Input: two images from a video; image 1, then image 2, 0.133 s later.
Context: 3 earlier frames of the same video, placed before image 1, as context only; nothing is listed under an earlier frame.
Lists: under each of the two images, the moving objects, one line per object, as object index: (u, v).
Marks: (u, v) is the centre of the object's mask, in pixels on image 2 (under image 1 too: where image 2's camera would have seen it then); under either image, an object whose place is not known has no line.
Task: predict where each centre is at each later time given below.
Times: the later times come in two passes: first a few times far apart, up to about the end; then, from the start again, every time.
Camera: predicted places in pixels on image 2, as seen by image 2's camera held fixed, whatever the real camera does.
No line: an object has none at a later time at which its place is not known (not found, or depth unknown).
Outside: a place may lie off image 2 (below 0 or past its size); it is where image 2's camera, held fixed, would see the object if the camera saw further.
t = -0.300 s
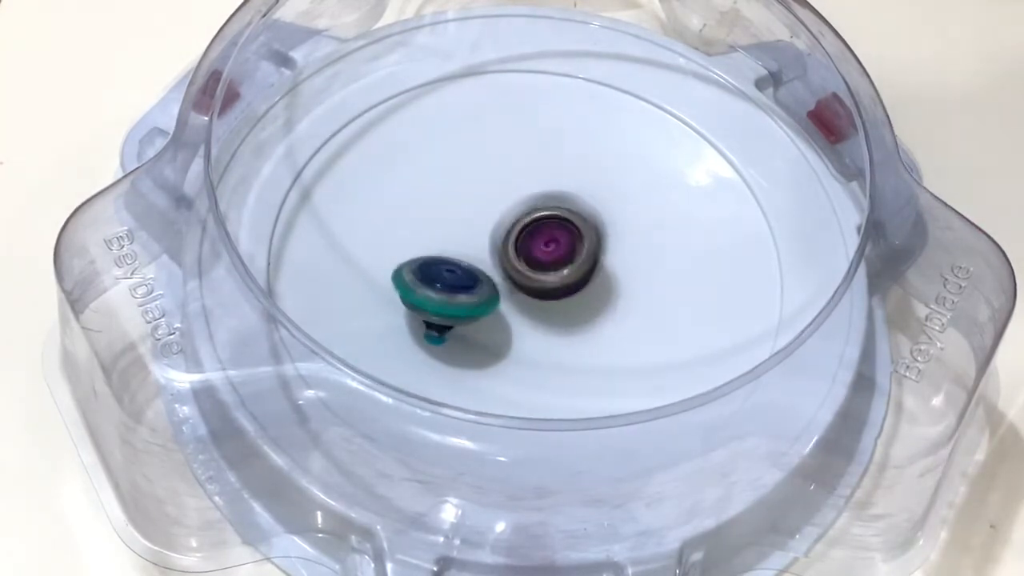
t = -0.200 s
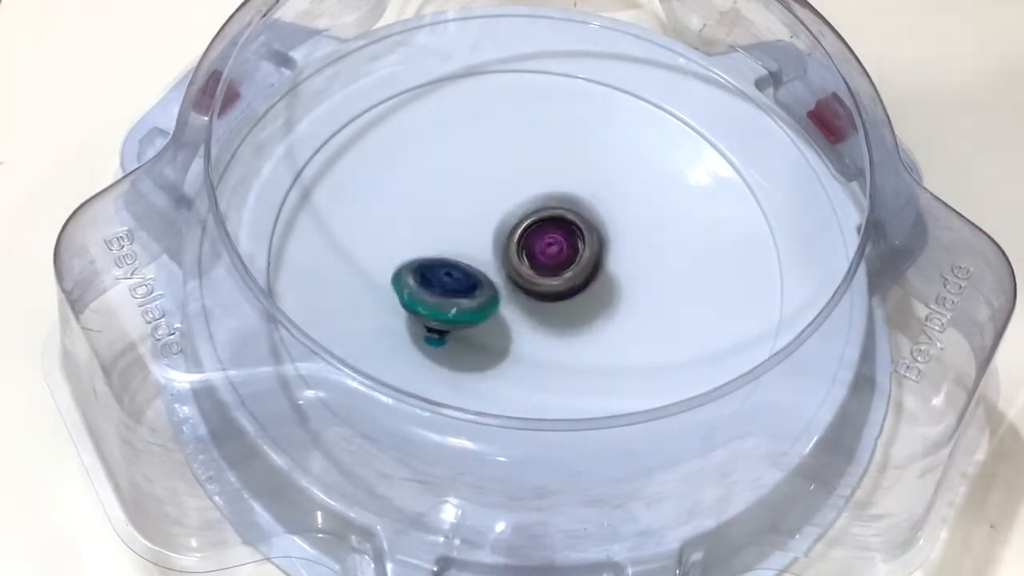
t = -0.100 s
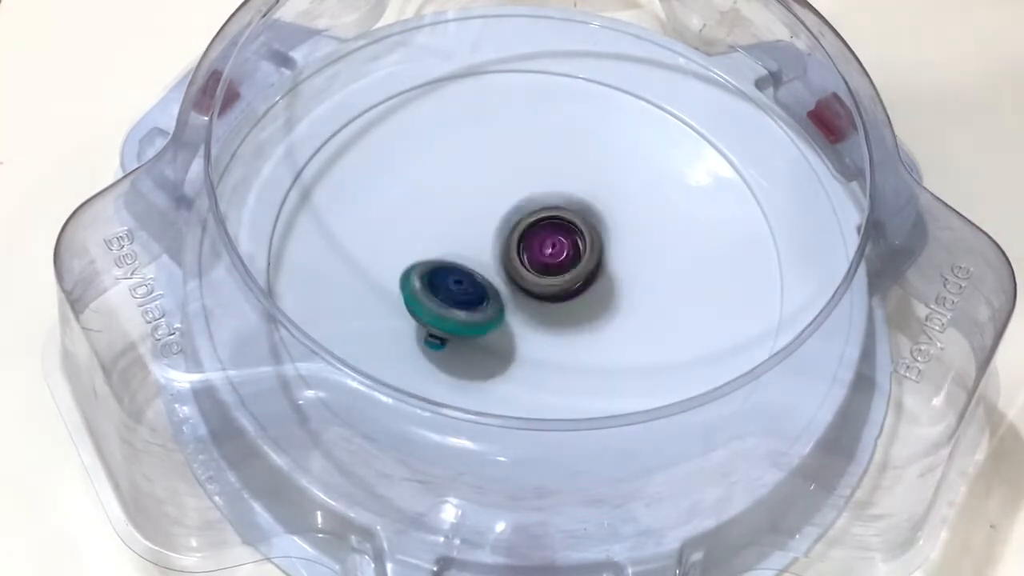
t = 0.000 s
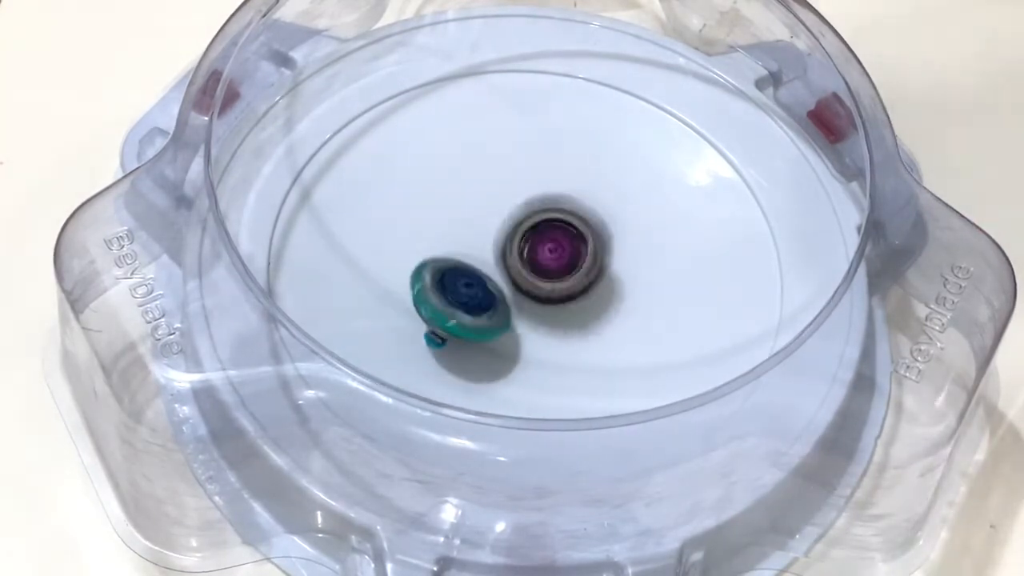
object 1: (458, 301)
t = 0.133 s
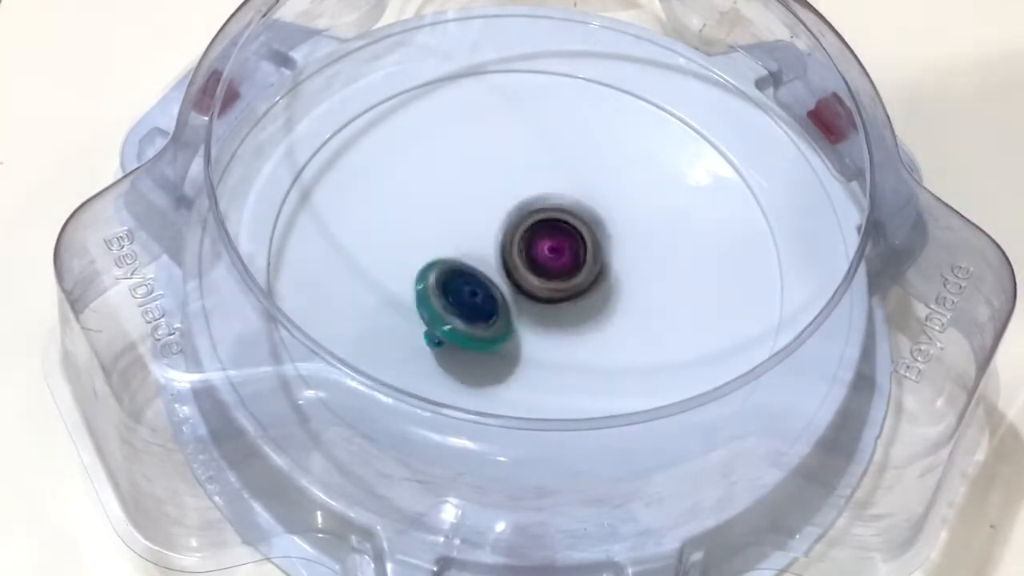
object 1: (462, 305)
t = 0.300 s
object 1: (461, 309)
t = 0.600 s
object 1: (461, 322)
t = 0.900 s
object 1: (446, 333)
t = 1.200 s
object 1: (429, 329)
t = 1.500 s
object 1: (439, 313)
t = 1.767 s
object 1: (437, 296)
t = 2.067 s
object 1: (448, 291)
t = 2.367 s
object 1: (476, 296)
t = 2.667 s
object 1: (481, 308)
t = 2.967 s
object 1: (467, 311)
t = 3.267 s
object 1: (540, 351)
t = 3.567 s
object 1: (570, 324)
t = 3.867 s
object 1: (626, 320)
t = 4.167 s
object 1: (610, 331)
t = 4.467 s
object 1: (620, 354)
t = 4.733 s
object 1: (598, 343)
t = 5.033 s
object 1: (599, 329)
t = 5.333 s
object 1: (624, 300)
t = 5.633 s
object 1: (601, 283)
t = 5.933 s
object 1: (557, 269)
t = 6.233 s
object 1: (636, 278)
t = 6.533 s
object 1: (598, 267)
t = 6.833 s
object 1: (619, 251)
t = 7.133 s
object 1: (586, 242)
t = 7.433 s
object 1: (586, 242)
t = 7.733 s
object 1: (580, 259)
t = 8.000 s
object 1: (582, 251)
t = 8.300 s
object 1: (584, 247)
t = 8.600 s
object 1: (590, 243)
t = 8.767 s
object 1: (591, 242)
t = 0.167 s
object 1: (458, 306)
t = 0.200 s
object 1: (458, 304)
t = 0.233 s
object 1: (462, 306)
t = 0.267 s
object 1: (463, 309)
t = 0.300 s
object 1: (461, 309)
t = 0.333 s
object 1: (460, 309)
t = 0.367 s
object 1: (464, 311)
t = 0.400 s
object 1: (465, 314)
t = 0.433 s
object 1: (462, 314)
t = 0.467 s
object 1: (463, 315)
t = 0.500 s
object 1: (465, 318)
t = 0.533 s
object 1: (462, 321)
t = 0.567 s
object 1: (461, 321)
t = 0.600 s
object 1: (461, 322)
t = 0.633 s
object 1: (461, 326)
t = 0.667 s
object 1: (458, 327)
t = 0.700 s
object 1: (457, 326)
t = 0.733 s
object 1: (457, 329)
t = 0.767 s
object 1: (455, 331)
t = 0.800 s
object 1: (452, 331)
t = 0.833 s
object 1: (451, 332)
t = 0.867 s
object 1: (449, 333)
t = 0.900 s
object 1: (446, 333)
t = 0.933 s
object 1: (445, 333)
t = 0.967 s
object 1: (442, 335)
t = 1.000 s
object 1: (438, 334)
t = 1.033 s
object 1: (435, 333)
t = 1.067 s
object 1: (434, 333)
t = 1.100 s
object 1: (431, 333)
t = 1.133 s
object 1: (429, 332)
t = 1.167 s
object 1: (428, 329)
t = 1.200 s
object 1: (429, 329)
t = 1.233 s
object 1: (430, 326)
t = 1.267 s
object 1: (433, 326)
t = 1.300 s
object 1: (433, 323)
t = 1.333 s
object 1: (433, 324)
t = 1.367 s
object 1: (433, 323)
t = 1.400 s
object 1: (436, 319)
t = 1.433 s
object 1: (436, 318)
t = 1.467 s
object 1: (437, 316)
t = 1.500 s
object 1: (439, 313)
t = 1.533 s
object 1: (437, 312)
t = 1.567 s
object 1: (436, 310)
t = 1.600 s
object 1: (434, 308)
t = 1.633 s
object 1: (433, 304)
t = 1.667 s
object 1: (436, 301)
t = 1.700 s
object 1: (436, 300)
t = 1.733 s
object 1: (436, 298)
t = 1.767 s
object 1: (437, 296)
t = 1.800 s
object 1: (438, 294)
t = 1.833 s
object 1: (441, 291)
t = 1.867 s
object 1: (443, 289)
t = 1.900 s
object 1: (438, 290)
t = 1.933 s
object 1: (434, 289)
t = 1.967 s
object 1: (436, 294)
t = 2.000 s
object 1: (440, 293)
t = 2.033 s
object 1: (443, 290)
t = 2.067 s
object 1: (448, 291)
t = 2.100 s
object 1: (453, 290)
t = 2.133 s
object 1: (456, 290)
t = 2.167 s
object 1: (458, 291)
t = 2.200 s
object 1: (461, 291)
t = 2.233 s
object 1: (465, 292)
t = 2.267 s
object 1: (468, 293)
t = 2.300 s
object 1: (470, 296)
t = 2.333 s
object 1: (472, 295)
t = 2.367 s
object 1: (476, 296)
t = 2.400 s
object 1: (480, 298)
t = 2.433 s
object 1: (482, 300)
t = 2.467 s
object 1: (484, 301)
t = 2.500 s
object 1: (478, 307)
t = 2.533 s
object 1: (474, 305)
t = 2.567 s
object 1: (475, 305)
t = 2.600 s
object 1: (482, 307)
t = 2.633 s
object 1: (483, 306)
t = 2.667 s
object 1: (481, 308)
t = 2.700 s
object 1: (482, 311)
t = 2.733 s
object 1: (483, 314)
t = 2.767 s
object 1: (485, 301)
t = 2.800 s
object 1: (482, 305)
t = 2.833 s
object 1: (480, 308)
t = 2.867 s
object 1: (477, 311)
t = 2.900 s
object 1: (472, 299)
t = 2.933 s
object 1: (470, 318)
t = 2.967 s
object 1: (467, 311)
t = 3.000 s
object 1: (467, 311)
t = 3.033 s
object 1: (468, 316)
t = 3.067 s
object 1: (471, 315)
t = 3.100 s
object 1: (477, 316)
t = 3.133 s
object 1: (486, 319)
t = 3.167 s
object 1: (496, 317)
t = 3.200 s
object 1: (506, 327)
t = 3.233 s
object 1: (522, 338)
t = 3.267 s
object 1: (540, 351)
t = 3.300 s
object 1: (559, 348)
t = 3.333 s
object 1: (567, 350)
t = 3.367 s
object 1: (561, 356)
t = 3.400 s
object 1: (555, 352)
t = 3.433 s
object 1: (554, 348)
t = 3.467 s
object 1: (555, 342)
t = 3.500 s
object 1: (558, 337)
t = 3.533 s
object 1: (564, 328)
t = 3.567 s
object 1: (570, 324)
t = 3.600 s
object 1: (574, 320)
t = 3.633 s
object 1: (578, 319)
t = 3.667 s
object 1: (581, 316)
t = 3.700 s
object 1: (585, 314)
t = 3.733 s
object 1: (589, 314)
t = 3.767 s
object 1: (593, 313)
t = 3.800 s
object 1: (596, 312)
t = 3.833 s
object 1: (602, 314)
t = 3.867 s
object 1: (626, 320)
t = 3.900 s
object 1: (647, 333)
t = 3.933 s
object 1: (647, 338)
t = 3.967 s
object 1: (639, 348)
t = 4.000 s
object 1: (631, 346)
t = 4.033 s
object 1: (629, 340)
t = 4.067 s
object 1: (623, 337)
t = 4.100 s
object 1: (613, 335)
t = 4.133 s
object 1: (609, 332)
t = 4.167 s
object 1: (610, 331)
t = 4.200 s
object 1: (608, 333)
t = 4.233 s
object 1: (612, 334)
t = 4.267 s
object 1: (614, 333)
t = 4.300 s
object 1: (617, 339)
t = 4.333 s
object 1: (618, 342)
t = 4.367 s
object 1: (619, 346)
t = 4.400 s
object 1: (620, 348)
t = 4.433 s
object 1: (620, 351)
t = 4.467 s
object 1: (620, 354)
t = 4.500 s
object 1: (614, 352)
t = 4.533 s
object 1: (610, 354)
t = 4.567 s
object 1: (614, 356)
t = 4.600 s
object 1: (613, 353)
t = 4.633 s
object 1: (610, 355)
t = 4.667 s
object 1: (605, 345)
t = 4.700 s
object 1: (597, 342)
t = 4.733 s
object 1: (598, 343)
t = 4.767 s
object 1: (603, 344)
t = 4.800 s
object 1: (603, 340)
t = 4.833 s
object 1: (603, 336)
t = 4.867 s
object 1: (606, 334)
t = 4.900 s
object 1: (605, 334)
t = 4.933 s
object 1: (604, 330)
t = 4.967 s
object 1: (599, 327)
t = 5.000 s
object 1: (598, 326)
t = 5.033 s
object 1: (599, 329)
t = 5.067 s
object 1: (600, 323)
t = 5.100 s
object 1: (598, 320)
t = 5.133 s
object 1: (601, 320)
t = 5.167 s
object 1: (604, 319)
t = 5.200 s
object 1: (604, 318)
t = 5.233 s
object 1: (599, 314)
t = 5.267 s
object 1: (608, 309)
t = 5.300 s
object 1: (618, 311)
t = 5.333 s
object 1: (624, 300)
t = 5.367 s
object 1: (626, 296)
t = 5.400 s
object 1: (626, 286)
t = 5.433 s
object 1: (624, 284)
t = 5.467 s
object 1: (626, 280)
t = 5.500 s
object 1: (625, 282)
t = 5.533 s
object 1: (620, 279)
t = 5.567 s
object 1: (613, 278)
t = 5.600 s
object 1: (607, 282)
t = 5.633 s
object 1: (601, 283)
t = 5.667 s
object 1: (593, 289)
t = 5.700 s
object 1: (595, 288)
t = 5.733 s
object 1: (596, 291)
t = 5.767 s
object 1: (593, 292)
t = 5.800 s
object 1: (588, 287)
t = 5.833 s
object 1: (581, 283)
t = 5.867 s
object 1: (574, 280)
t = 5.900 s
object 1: (566, 275)
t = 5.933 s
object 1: (557, 269)
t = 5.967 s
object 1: (556, 263)
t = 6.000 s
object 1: (561, 263)
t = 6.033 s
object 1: (580, 258)
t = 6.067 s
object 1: (610, 258)
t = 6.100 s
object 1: (630, 257)
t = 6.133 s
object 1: (644, 256)
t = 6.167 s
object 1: (653, 263)
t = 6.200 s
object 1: (651, 273)
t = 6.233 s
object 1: (636, 278)
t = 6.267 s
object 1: (622, 277)
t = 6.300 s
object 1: (612, 272)
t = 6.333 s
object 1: (609, 265)
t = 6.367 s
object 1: (611, 264)
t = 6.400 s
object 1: (609, 261)
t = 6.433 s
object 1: (606, 261)
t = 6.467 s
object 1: (602, 265)
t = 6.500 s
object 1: (601, 265)
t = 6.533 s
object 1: (598, 267)
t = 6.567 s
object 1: (607, 262)
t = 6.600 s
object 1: (619, 256)
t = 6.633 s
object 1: (624, 253)
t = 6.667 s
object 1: (621, 249)
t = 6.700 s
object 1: (617, 245)
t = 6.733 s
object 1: (614, 246)
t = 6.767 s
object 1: (616, 248)
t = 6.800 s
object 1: (620, 251)
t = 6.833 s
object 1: (619, 251)
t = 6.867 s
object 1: (615, 251)
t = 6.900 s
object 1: (610, 254)
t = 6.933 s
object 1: (608, 261)
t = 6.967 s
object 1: (604, 266)
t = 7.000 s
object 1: (599, 261)
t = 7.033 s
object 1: (594, 257)
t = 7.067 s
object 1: (588, 253)
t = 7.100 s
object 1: (586, 247)
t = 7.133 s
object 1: (586, 242)
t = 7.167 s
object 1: (587, 238)
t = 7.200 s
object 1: (588, 236)
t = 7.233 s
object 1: (589, 235)
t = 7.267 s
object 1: (588, 235)
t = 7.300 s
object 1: (588, 236)
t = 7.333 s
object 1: (588, 237)
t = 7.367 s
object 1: (587, 239)
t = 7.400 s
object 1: (587, 240)
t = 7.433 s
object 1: (586, 242)
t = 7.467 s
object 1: (585, 245)
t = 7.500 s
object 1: (584, 248)
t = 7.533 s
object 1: (584, 251)
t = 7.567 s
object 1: (586, 255)
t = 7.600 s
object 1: (587, 257)
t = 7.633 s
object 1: (595, 255)
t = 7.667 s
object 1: (594, 255)
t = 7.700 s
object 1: (586, 258)
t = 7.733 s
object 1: (580, 259)
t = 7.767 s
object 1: (579, 259)
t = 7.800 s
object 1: (579, 258)
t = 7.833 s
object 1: (579, 258)
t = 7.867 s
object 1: (580, 258)
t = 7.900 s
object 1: (580, 257)
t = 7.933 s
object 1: (581, 256)
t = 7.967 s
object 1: (583, 253)
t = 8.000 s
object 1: (582, 251)
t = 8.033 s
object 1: (583, 249)
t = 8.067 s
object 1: (582, 248)
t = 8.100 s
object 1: (583, 248)
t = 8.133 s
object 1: (583, 247)
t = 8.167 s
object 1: (583, 247)
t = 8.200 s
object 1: (583, 247)
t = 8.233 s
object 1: (583, 247)
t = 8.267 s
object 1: (583, 247)
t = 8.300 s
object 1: (584, 247)
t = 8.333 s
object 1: (584, 247)
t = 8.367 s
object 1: (587, 244)
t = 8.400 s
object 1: (590, 240)
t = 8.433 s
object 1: (589, 239)
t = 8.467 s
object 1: (588, 241)
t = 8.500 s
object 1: (588, 242)
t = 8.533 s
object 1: (589, 243)
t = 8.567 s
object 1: (590, 243)
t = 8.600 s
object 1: (590, 243)
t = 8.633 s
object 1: (590, 243)
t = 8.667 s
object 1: (590, 242)
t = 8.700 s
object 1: (590, 242)
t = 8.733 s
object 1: (591, 242)
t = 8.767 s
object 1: (591, 242)
